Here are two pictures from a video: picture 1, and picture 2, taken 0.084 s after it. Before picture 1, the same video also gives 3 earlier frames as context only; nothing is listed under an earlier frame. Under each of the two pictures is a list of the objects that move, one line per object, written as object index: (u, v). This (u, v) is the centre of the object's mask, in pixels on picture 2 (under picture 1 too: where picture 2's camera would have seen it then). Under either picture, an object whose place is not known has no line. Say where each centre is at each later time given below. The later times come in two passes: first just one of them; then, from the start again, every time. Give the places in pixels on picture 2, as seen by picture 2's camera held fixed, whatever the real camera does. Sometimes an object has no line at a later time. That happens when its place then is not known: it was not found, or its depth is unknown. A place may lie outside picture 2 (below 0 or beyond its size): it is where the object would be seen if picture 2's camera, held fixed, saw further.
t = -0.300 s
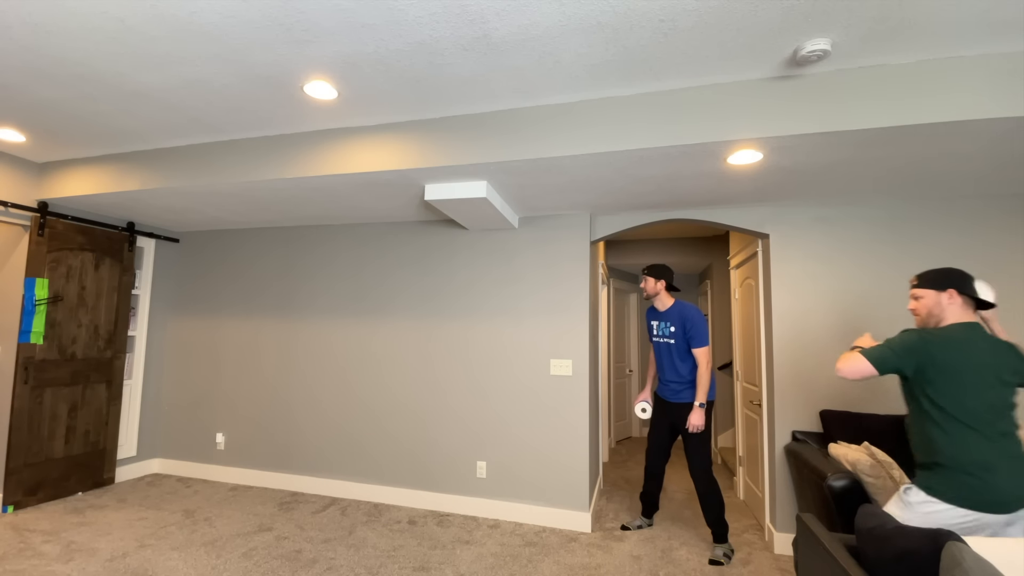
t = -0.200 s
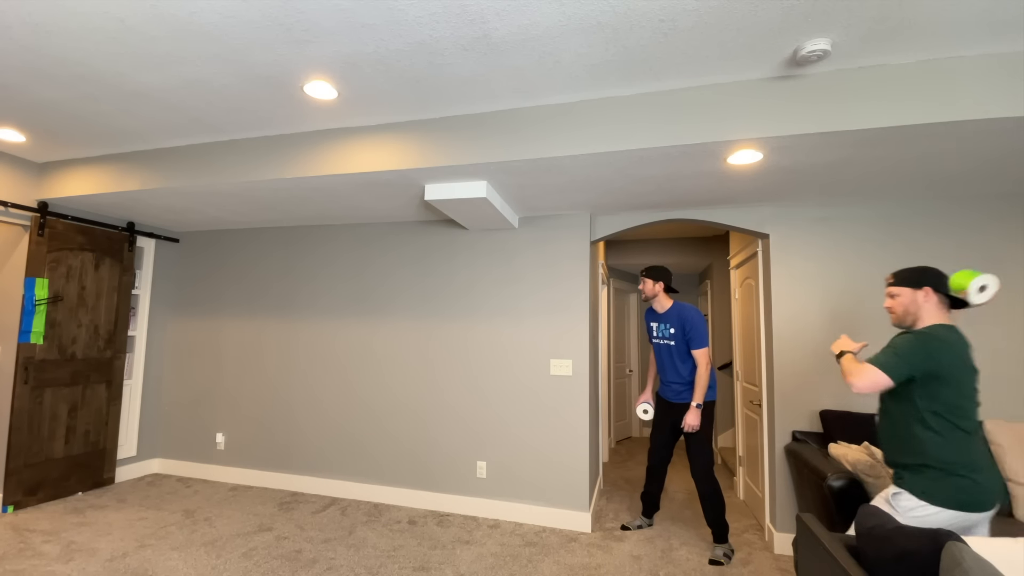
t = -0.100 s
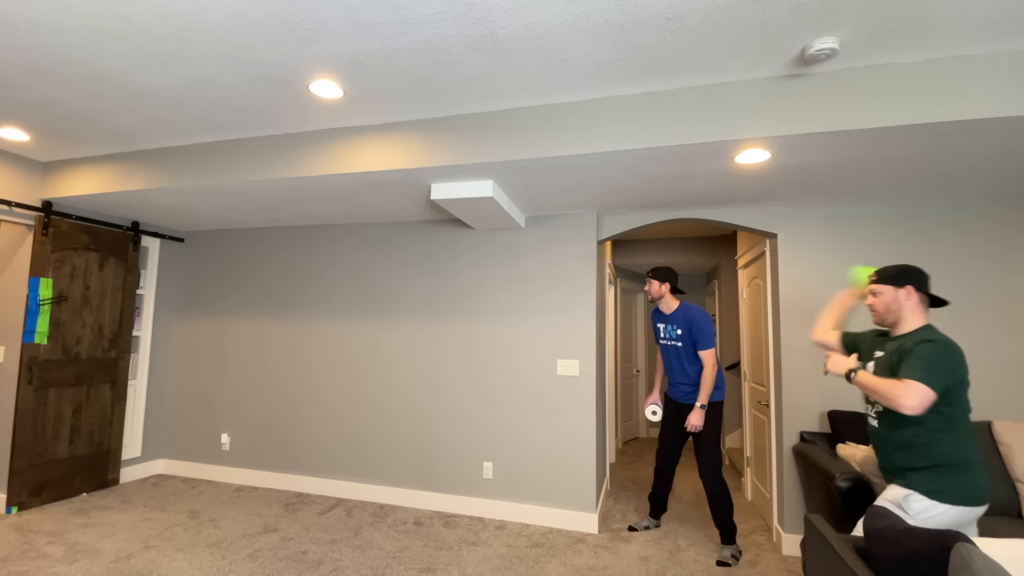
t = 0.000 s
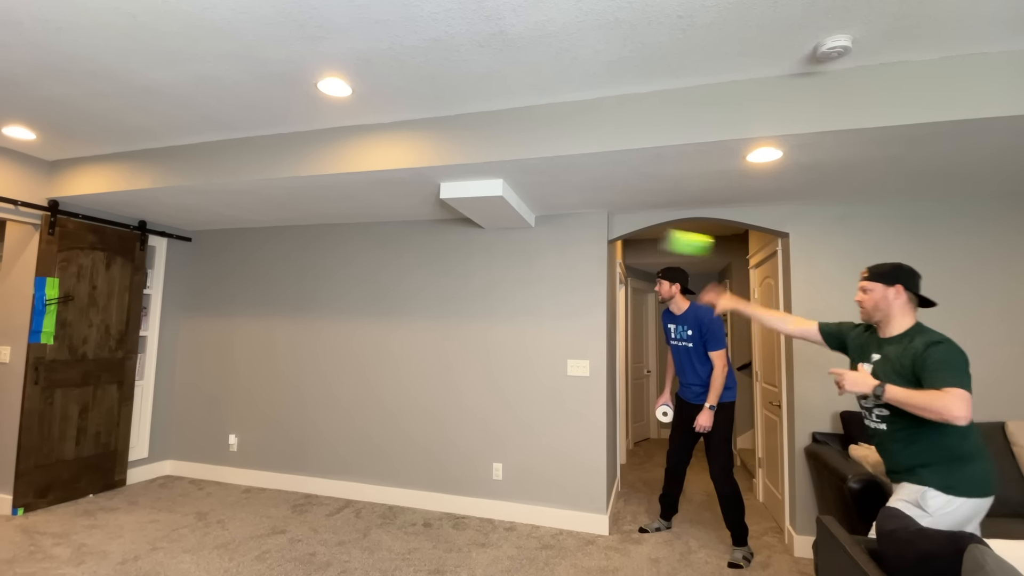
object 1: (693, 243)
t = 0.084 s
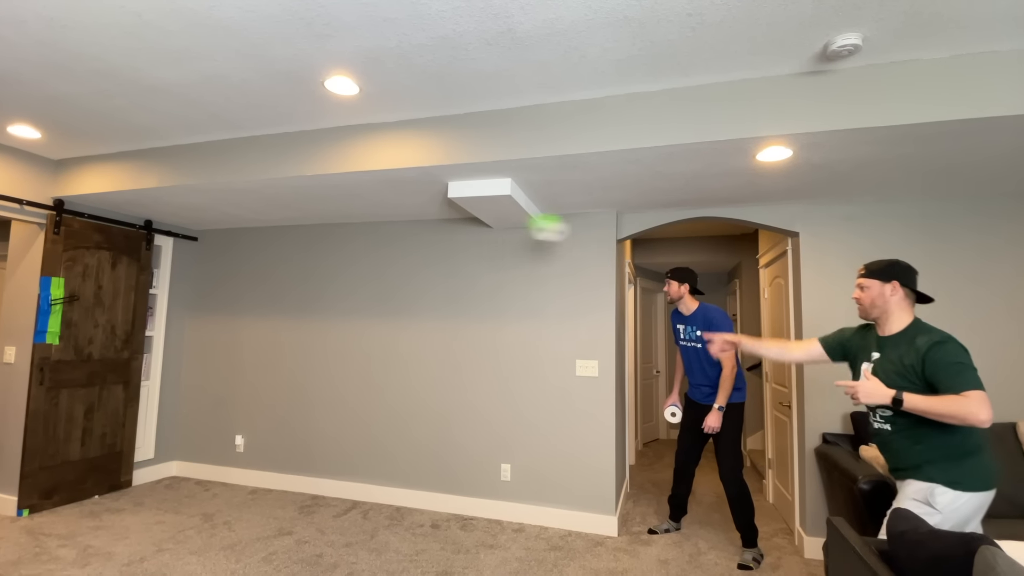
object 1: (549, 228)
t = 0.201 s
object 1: (383, 224)
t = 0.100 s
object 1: (522, 227)
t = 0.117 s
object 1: (499, 225)
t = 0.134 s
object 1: (474, 223)
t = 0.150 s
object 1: (450, 222)
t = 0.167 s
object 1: (427, 222)
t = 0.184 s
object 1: (405, 223)
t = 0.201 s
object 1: (383, 224)
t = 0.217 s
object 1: (362, 226)
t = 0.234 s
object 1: (340, 227)
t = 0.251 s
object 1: (320, 229)
